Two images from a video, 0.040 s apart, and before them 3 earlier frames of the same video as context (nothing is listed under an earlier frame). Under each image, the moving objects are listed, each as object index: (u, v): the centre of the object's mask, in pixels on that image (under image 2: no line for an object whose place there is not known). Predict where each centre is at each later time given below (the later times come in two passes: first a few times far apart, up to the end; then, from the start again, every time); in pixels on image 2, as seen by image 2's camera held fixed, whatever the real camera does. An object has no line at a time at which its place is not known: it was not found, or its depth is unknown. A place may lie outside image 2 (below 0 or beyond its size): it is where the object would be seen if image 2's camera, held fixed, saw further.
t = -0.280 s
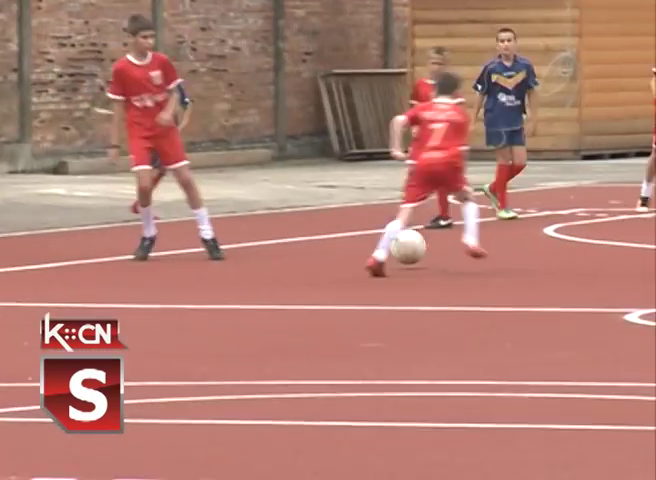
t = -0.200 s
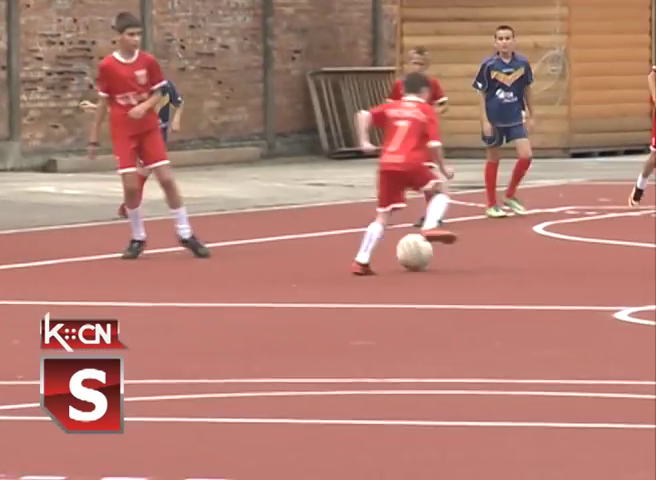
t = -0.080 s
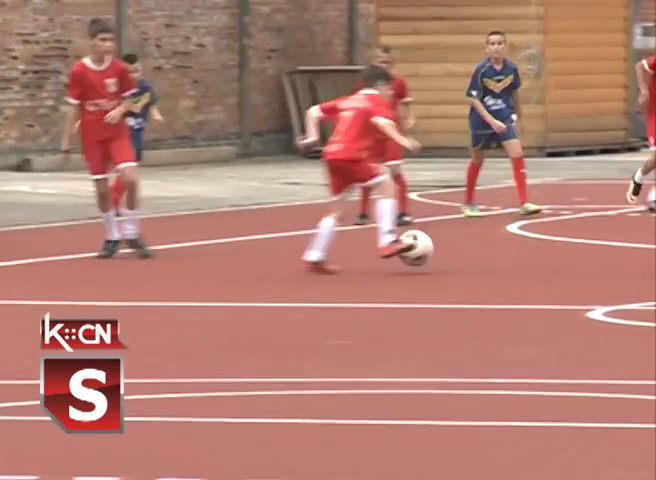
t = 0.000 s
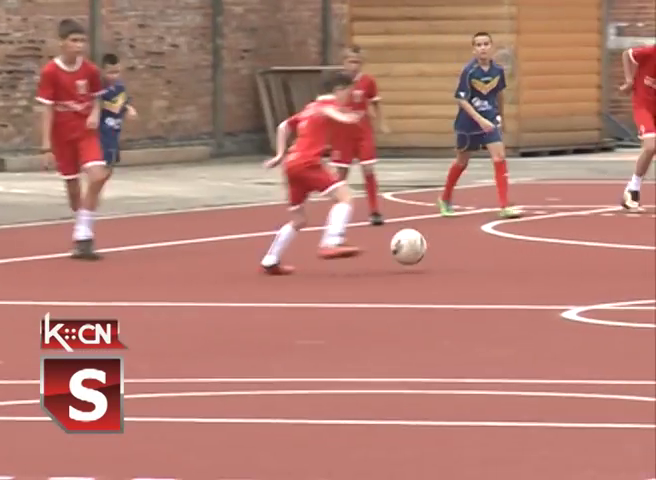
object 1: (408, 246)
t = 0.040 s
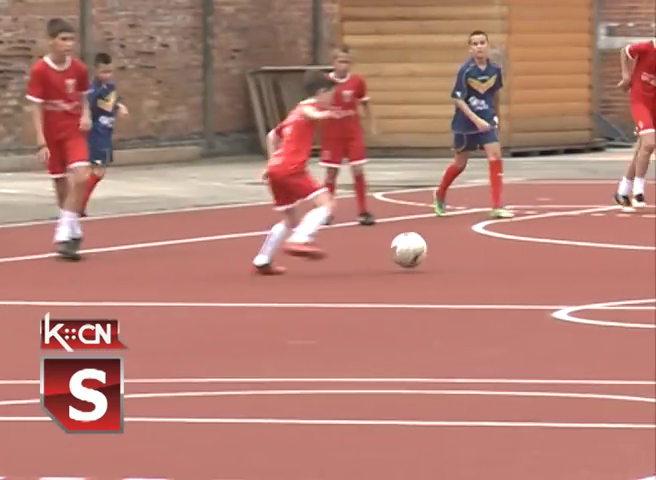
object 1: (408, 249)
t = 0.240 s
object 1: (454, 250)
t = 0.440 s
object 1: (501, 252)
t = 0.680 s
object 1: (554, 252)
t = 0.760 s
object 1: (571, 253)
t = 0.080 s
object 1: (418, 254)
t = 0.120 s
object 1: (427, 249)
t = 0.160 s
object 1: (437, 247)
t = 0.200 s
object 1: (446, 248)
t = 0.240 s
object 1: (454, 250)
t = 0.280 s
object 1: (463, 253)
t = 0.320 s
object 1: (473, 250)
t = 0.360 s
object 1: (482, 249)
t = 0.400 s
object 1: (491, 252)
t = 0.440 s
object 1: (501, 252)
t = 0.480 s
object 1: (509, 250)
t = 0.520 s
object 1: (518, 251)
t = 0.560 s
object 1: (527, 253)
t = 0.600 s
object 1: (536, 252)
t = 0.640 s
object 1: (545, 252)
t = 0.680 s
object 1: (554, 252)
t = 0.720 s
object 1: (562, 252)
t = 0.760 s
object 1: (571, 253)
